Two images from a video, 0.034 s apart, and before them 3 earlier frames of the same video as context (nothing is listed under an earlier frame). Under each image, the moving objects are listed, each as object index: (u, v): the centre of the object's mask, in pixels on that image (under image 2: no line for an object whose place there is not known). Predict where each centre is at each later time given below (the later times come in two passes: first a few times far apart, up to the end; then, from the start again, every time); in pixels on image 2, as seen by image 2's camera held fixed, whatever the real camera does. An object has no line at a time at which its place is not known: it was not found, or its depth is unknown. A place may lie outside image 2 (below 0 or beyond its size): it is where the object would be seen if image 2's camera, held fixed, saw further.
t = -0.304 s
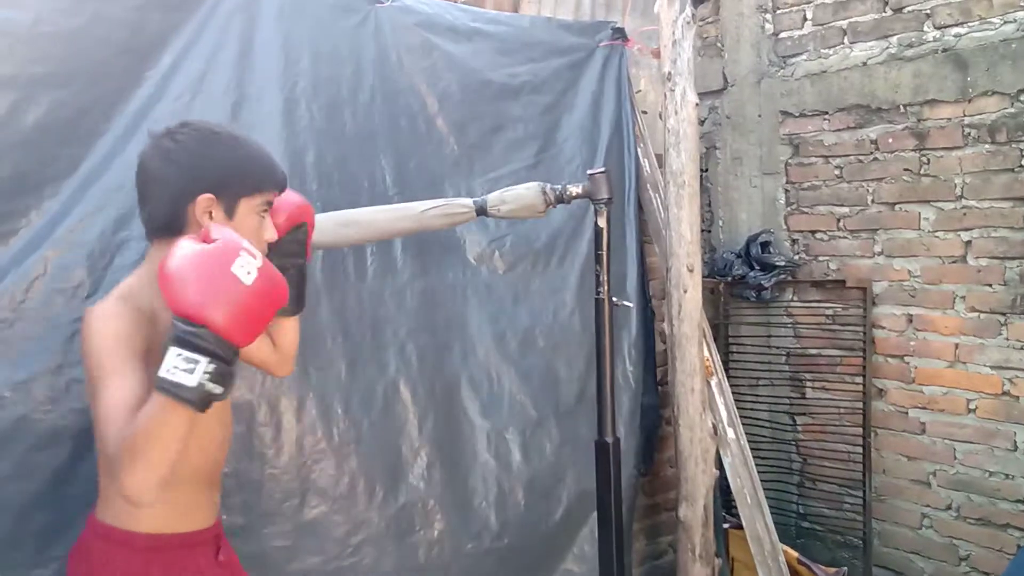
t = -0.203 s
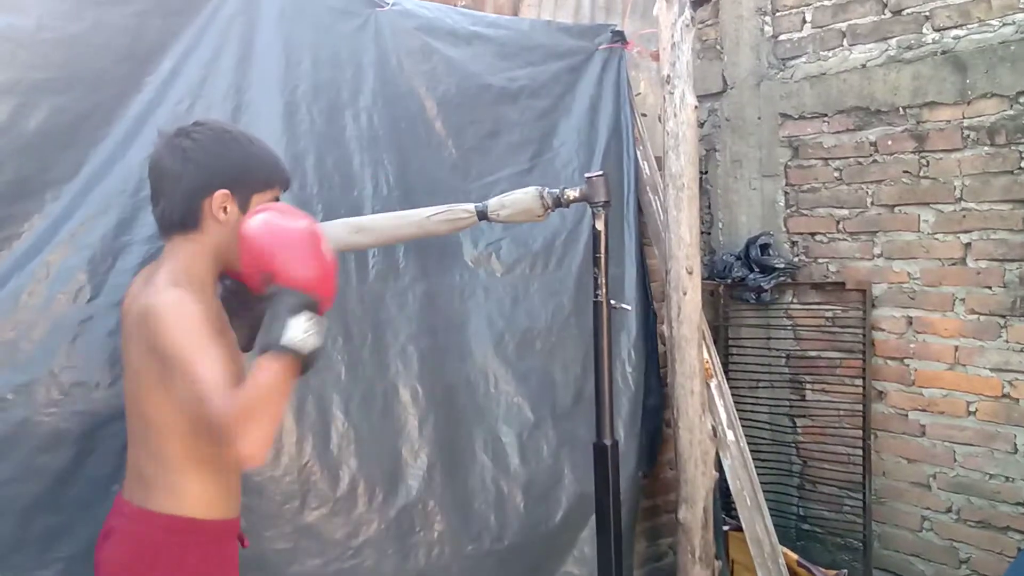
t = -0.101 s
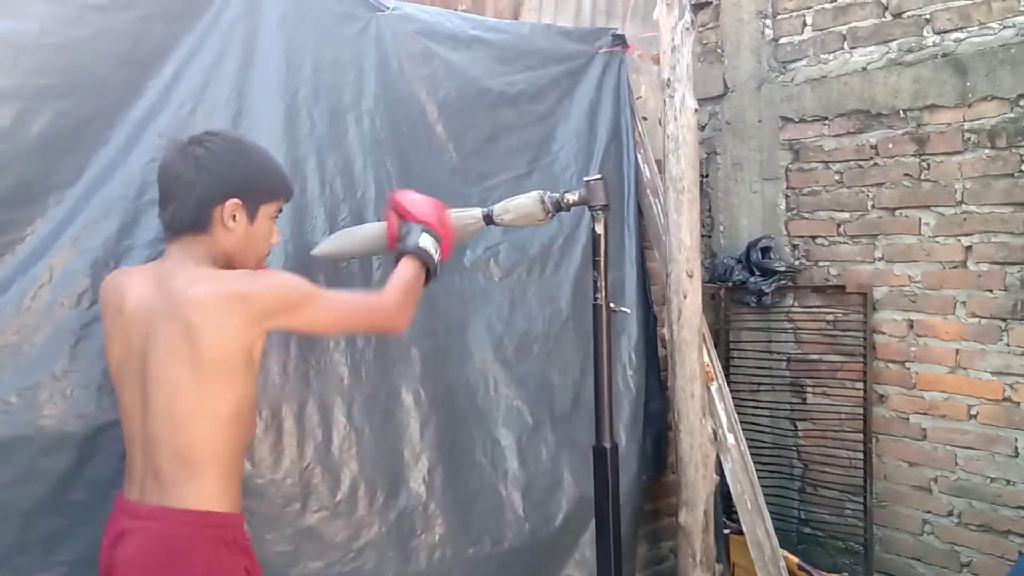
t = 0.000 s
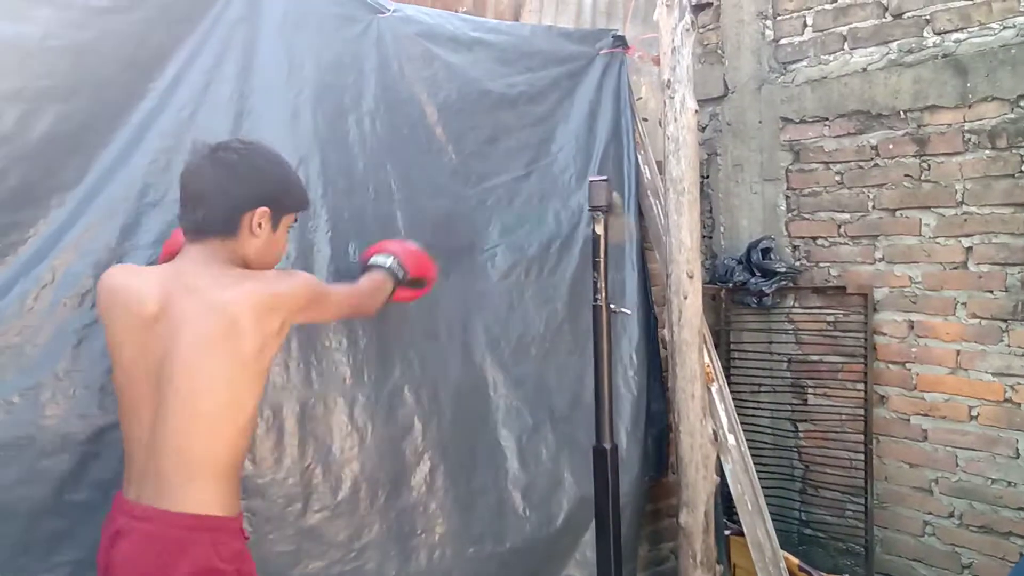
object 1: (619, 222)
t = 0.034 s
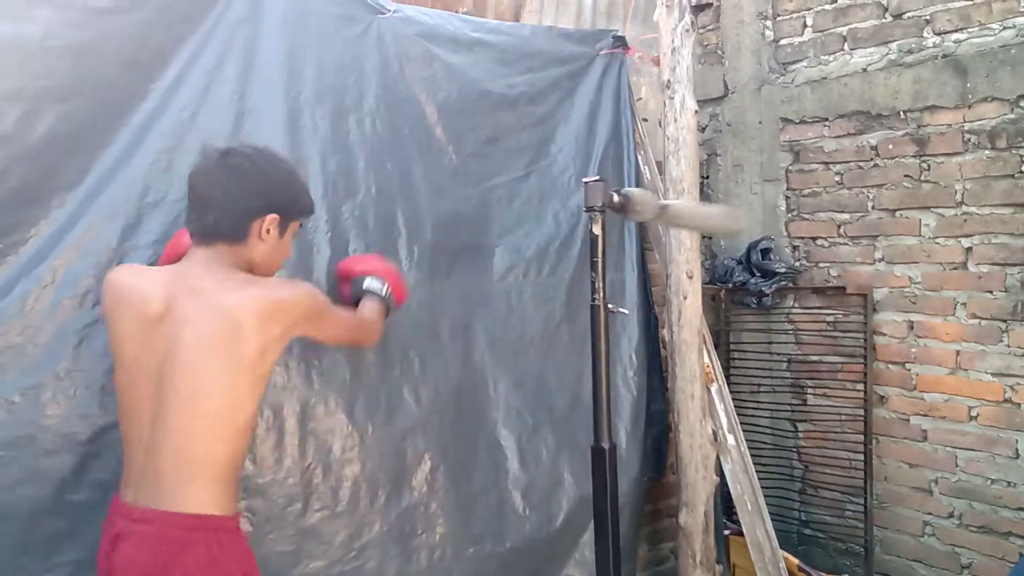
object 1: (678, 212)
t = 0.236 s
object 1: (632, 205)
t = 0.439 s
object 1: (467, 227)
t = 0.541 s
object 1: (627, 227)
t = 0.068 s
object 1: (739, 208)
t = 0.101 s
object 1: (784, 205)
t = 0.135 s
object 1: (812, 206)
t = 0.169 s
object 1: (808, 208)
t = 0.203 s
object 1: (750, 212)
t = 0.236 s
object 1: (632, 205)
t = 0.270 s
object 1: (505, 200)
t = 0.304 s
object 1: (438, 202)
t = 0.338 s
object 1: (409, 207)
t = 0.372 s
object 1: (410, 214)
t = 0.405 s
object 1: (432, 221)
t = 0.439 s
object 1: (467, 227)
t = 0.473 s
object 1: (507, 229)
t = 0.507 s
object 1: (556, 227)
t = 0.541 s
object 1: (627, 227)
